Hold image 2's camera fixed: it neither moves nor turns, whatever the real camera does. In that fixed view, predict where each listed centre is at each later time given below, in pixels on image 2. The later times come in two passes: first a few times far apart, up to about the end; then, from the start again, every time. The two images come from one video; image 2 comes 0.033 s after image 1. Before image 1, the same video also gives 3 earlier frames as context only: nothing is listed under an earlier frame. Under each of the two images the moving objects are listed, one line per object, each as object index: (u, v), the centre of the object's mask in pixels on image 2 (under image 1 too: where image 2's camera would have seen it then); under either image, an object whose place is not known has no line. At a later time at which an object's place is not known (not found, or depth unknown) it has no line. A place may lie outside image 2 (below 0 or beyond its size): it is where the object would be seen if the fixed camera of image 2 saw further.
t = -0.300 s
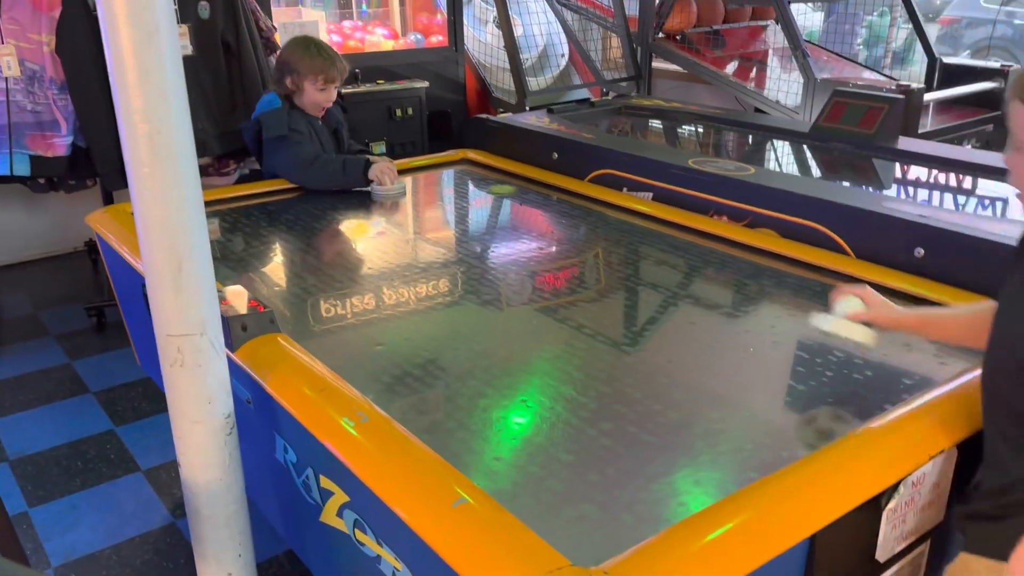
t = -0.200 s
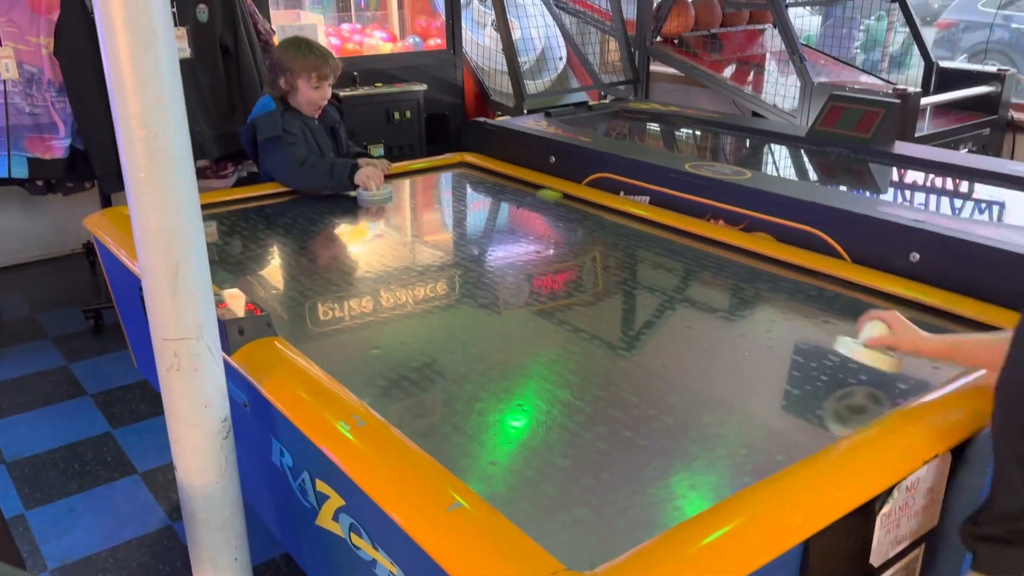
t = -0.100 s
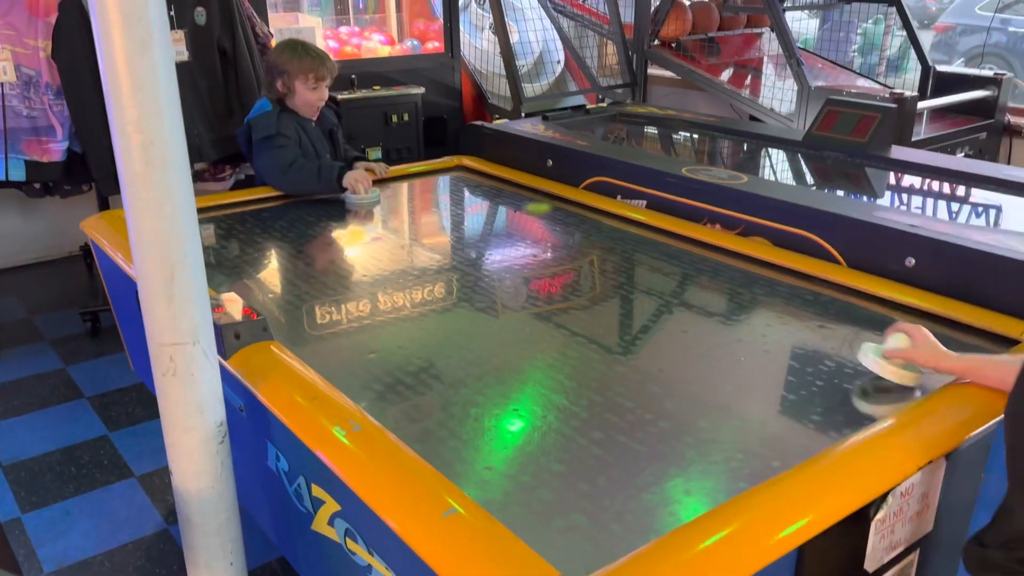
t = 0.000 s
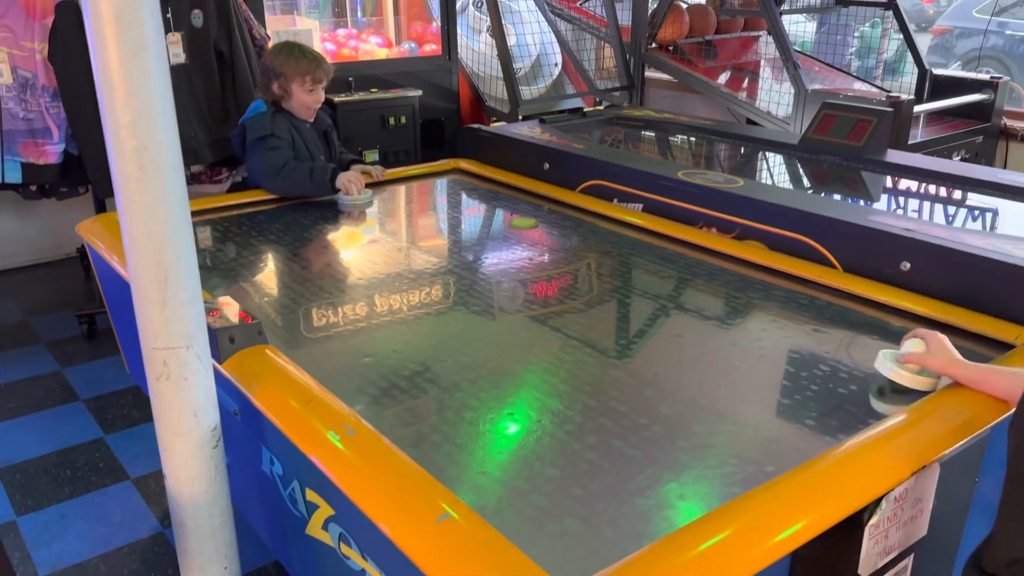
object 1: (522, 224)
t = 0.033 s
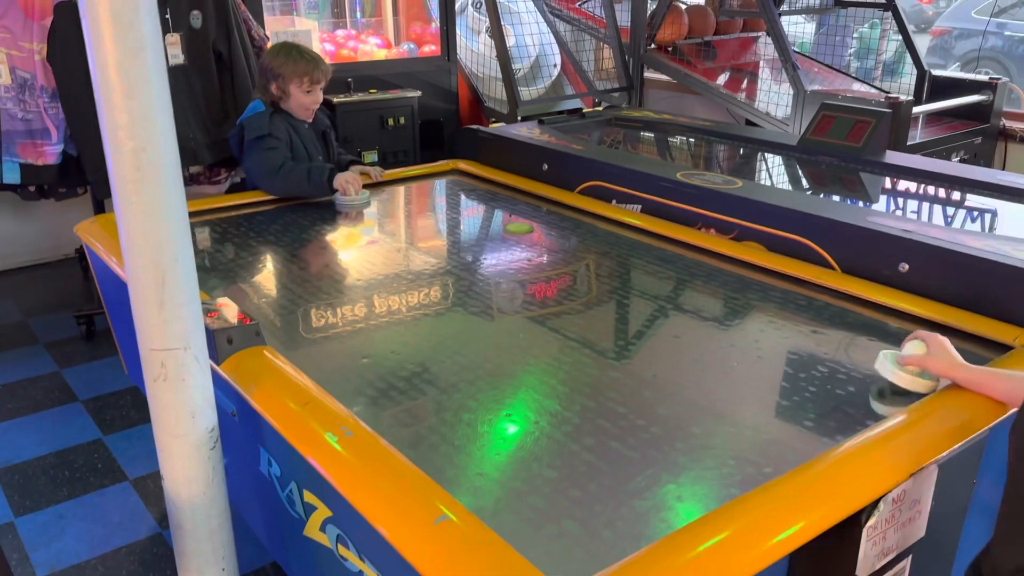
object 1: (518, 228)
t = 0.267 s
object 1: (494, 258)
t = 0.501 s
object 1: (469, 291)
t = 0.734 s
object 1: (438, 331)
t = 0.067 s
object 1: (515, 232)
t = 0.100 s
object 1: (512, 237)
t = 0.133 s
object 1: (508, 241)
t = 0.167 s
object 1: (505, 245)
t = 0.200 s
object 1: (501, 249)
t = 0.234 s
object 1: (498, 253)
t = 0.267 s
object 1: (494, 258)
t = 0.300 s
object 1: (491, 262)
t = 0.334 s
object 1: (487, 266)
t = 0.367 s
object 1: (483, 271)
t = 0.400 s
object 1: (480, 275)
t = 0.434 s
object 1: (476, 281)
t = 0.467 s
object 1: (473, 285)
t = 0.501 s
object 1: (469, 291)
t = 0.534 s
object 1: (465, 296)
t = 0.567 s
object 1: (461, 301)
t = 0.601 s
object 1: (456, 306)
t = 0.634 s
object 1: (451, 312)
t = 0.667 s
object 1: (447, 318)
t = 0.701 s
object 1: (442, 324)
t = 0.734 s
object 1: (438, 331)
